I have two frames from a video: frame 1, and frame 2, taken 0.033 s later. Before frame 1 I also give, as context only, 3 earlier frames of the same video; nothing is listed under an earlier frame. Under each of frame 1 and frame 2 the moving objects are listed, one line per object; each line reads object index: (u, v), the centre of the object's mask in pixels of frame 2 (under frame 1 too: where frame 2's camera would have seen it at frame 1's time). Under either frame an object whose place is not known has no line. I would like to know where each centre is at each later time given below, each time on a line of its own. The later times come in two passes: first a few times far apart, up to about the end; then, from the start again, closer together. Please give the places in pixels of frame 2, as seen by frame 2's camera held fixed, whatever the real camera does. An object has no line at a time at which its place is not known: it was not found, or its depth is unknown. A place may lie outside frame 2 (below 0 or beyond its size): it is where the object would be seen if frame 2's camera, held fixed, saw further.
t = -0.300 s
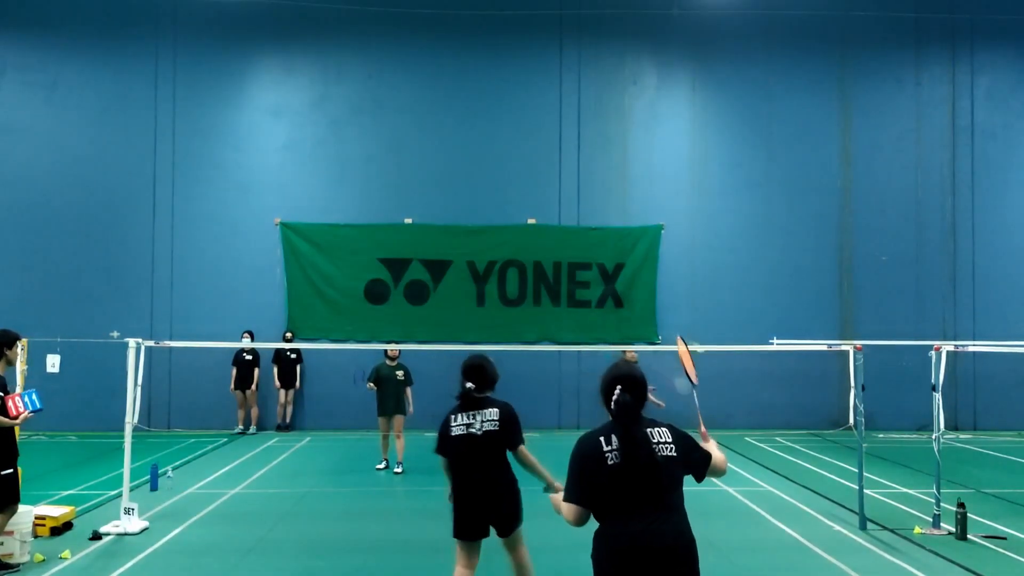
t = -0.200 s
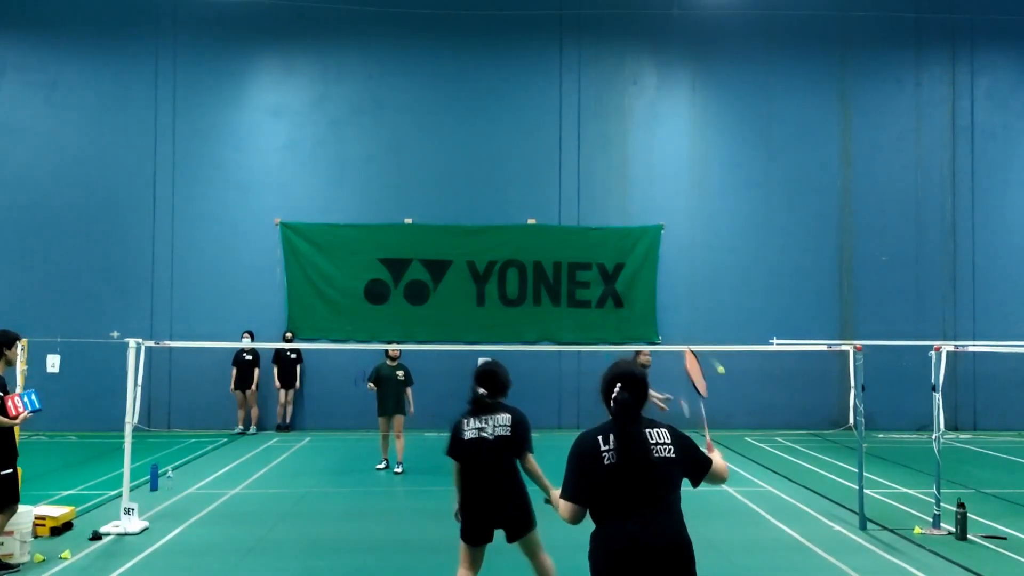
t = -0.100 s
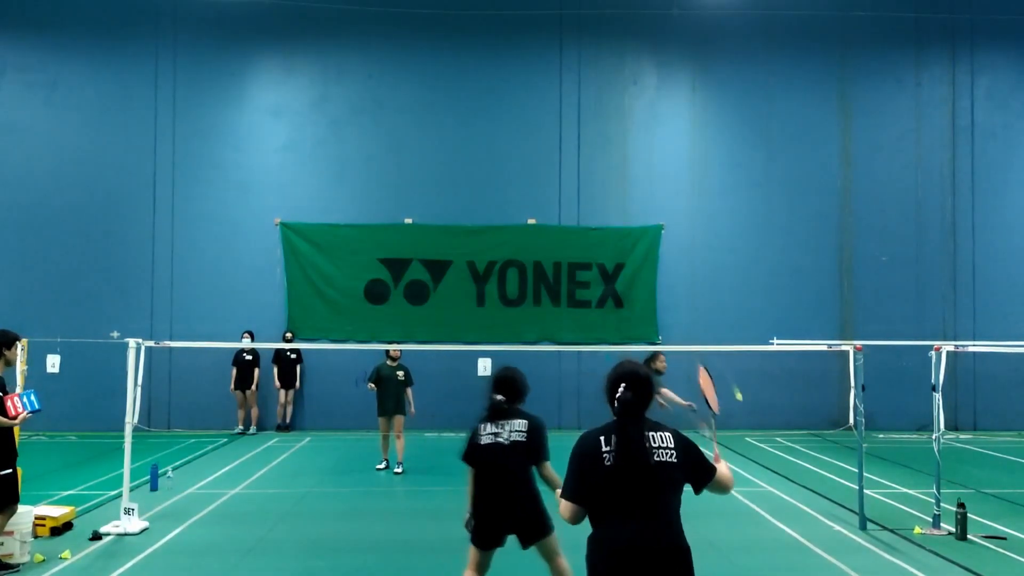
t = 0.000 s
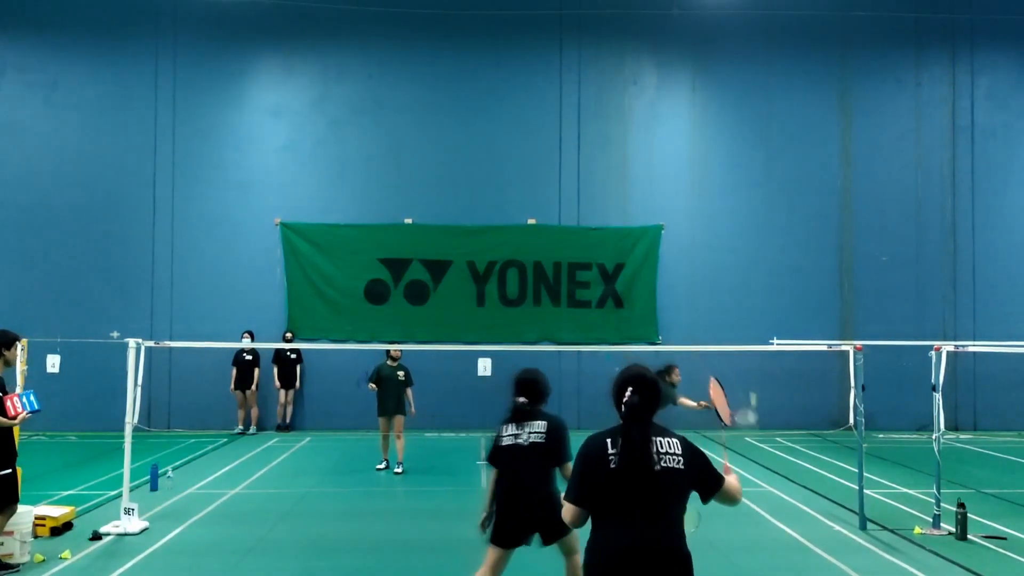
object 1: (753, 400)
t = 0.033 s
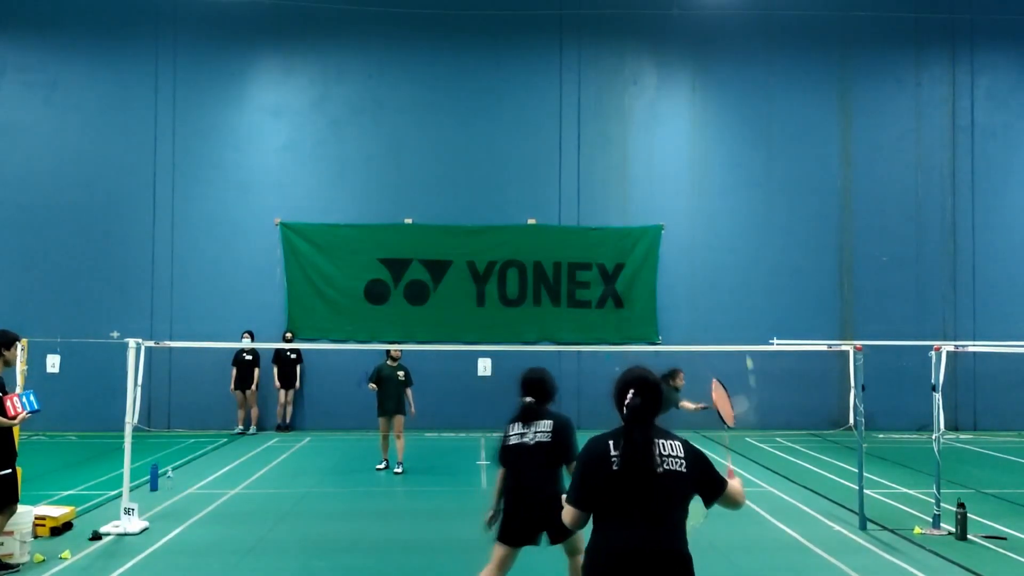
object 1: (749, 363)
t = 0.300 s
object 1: (731, 149)
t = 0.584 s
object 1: (714, 20)
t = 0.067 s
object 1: (744, 328)
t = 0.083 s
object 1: (744, 314)
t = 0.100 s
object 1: (743, 299)
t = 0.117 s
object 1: (742, 284)
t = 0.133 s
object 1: (742, 270)
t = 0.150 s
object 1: (740, 255)
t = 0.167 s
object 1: (739, 243)
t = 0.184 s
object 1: (738, 230)
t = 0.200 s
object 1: (737, 217)
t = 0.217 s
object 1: (735, 203)
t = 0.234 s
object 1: (734, 191)
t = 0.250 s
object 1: (733, 180)
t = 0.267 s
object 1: (733, 168)
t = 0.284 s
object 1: (732, 156)
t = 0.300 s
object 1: (731, 149)
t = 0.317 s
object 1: (730, 138)
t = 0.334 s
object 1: (729, 126)
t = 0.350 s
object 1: (728, 118)
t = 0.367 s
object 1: (727, 107)
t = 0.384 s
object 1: (726, 99)
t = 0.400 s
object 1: (725, 90)
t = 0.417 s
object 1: (724, 82)
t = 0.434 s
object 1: (724, 75)
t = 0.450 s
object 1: (723, 67)
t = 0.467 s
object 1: (722, 59)
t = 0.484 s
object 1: (721, 53)
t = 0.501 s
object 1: (720, 47)
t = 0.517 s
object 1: (719, 40)
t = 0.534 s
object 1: (718, 35)
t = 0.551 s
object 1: (717, 30)
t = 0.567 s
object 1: (715, 25)
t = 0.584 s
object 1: (714, 20)
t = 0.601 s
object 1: (714, 15)
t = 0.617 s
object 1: (713, 11)
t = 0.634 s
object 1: (711, 8)
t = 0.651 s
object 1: (710, 6)
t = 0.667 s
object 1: (710, 5)
